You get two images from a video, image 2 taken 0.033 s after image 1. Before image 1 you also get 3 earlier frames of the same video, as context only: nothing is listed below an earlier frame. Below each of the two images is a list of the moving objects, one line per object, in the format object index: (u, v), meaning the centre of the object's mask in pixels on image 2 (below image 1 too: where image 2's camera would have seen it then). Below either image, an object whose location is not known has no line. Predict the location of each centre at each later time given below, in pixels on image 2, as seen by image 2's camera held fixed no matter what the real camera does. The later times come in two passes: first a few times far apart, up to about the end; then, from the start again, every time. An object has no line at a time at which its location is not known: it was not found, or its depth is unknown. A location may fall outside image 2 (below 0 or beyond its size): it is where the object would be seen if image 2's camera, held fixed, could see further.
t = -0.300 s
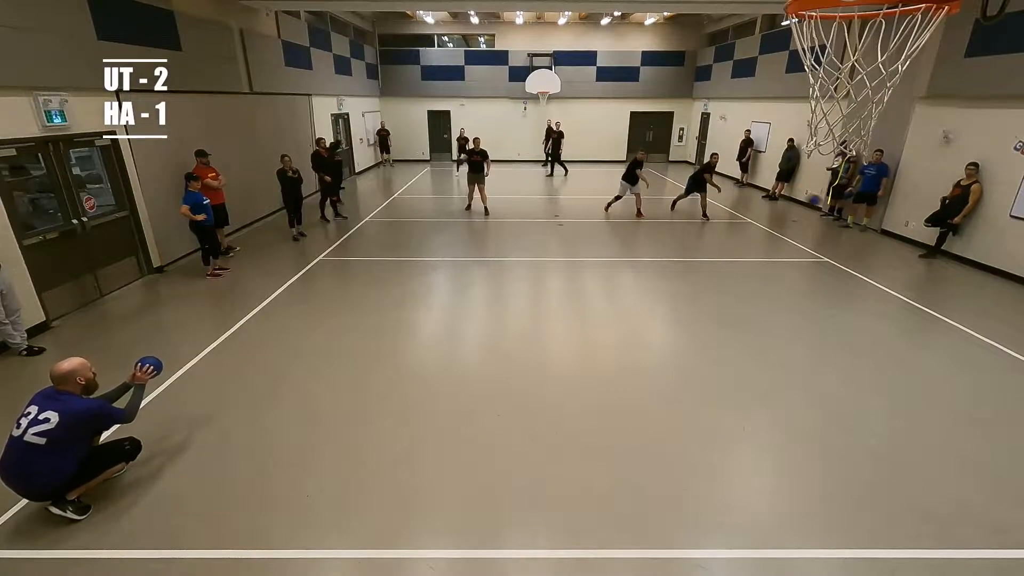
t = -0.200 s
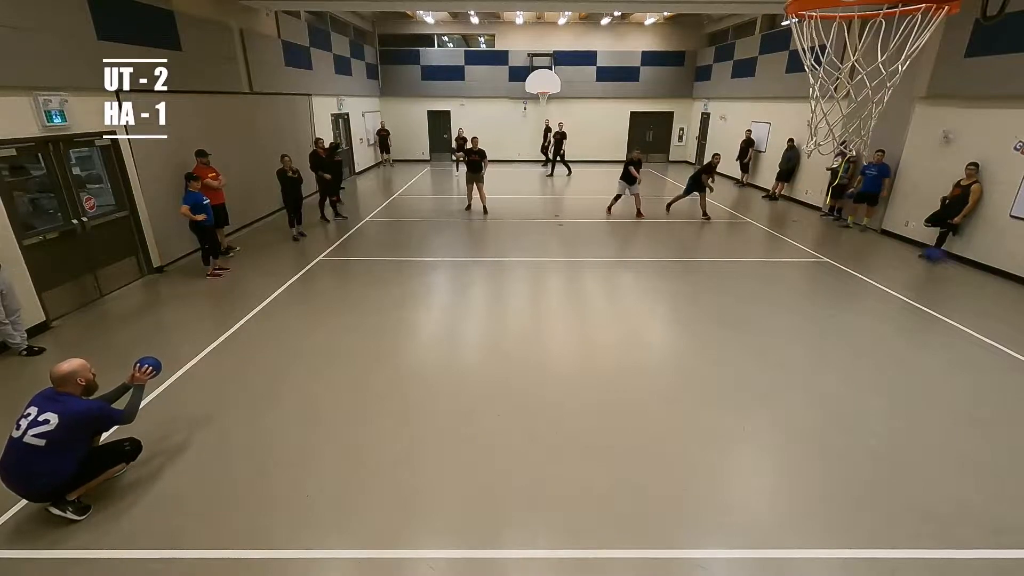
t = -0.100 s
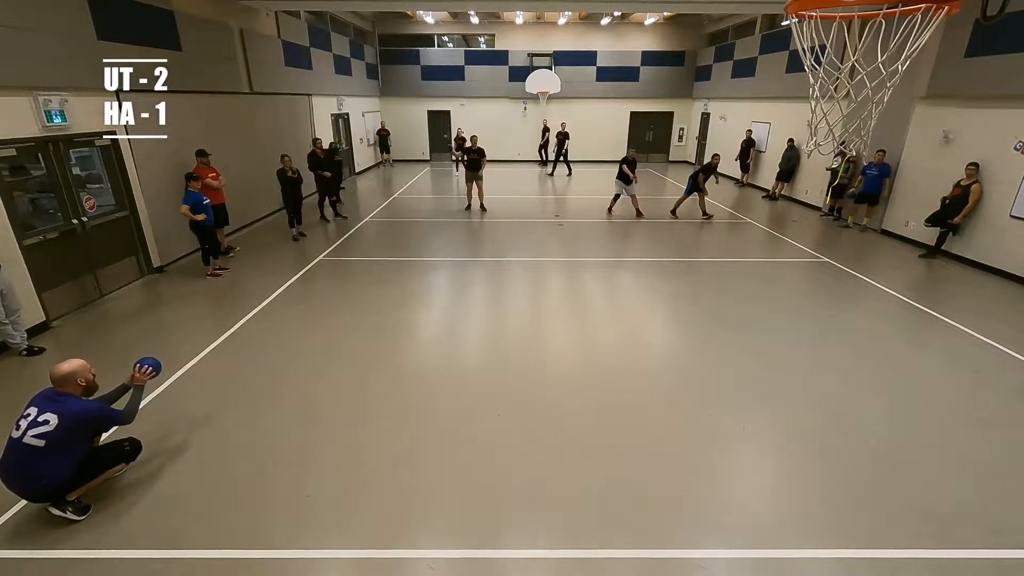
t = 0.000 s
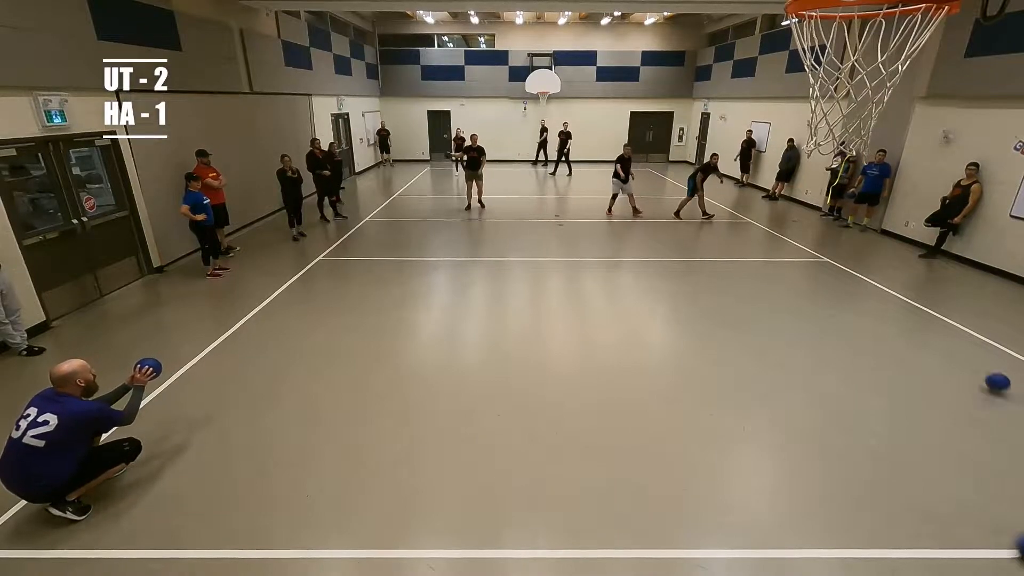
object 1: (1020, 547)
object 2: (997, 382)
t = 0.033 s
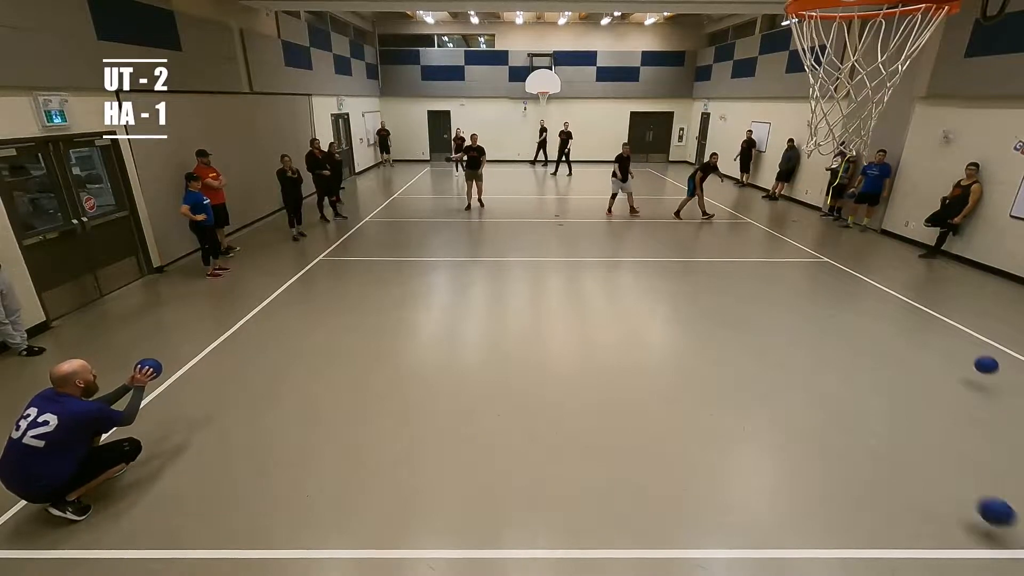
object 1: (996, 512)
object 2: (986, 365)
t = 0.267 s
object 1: (793, 361)
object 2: (904, 281)
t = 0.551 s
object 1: (656, 326)
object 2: (806, 256)
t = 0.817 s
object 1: (586, 274)
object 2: (725, 291)
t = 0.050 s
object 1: (977, 495)
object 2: (980, 357)
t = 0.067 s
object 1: (958, 480)
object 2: (975, 349)
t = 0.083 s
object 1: (942, 465)
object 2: (968, 342)
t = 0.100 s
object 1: (925, 451)
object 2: (963, 335)
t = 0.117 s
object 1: (910, 439)
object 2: (957, 328)
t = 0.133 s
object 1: (894, 427)
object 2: (951, 321)
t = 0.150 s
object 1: (880, 416)
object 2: (945, 315)
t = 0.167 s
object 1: (866, 406)
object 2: (939, 309)
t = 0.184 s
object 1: (853, 397)
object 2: (934, 304)
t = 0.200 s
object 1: (840, 388)
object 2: (928, 299)
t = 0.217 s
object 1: (827, 381)
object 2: (922, 294)
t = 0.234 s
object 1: (815, 374)
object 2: (915, 290)
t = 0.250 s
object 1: (804, 367)
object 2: (910, 285)
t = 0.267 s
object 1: (793, 361)
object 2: (904, 281)
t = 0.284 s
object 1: (782, 356)
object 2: (898, 277)
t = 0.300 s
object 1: (772, 351)
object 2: (892, 274)
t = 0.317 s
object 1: (762, 347)
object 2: (886, 271)
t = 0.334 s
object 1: (753, 343)
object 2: (880, 268)
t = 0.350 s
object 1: (744, 340)
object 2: (874, 266)
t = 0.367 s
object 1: (735, 337)
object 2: (868, 264)
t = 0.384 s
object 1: (726, 334)
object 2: (862, 262)
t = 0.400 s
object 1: (718, 332)
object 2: (857, 260)
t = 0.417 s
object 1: (710, 330)
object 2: (851, 259)
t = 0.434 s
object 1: (702, 329)
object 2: (845, 257)
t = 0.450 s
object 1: (695, 327)
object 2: (840, 256)
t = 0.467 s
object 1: (688, 326)
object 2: (834, 256)
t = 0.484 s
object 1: (681, 326)
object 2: (828, 255)
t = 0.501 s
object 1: (674, 325)
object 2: (822, 255)
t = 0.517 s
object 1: (668, 325)
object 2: (817, 256)
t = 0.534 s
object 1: (662, 326)
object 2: (811, 256)
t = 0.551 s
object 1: (656, 326)
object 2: (806, 256)
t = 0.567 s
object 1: (650, 325)
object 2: (800, 257)
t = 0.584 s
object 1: (645, 319)
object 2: (795, 258)
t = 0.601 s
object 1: (641, 314)
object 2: (790, 259)
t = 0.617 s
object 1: (636, 309)
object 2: (784, 261)
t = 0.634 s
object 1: (631, 304)
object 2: (779, 263)
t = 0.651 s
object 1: (627, 300)
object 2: (774, 264)
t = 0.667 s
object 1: (622, 296)
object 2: (769, 266)
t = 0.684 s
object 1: (618, 293)
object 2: (763, 269)
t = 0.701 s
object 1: (614, 290)
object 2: (758, 271)
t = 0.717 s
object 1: (609, 286)
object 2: (754, 273)
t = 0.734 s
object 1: (605, 284)
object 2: (749, 276)
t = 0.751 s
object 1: (602, 281)
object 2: (744, 278)
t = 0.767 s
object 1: (598, 279)
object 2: (739, 281)
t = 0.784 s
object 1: (594, 277)
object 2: (734, 284)
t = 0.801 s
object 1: (590, 276)
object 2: (730, 288)
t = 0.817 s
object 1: (586, 274)
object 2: (725, 291)
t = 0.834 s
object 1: (583, 273)
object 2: (721, 295)
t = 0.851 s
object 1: (579, 272)
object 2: (716, 299)
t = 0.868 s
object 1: (576, 271)
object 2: (712, 301)
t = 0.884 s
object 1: (572, 271)
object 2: (709, 298)
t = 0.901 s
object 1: (569, 270)
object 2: (706, 293)
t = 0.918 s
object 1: (566, 270)
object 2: (704, 290)
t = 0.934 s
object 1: (563, 270)
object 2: (701, 286)
